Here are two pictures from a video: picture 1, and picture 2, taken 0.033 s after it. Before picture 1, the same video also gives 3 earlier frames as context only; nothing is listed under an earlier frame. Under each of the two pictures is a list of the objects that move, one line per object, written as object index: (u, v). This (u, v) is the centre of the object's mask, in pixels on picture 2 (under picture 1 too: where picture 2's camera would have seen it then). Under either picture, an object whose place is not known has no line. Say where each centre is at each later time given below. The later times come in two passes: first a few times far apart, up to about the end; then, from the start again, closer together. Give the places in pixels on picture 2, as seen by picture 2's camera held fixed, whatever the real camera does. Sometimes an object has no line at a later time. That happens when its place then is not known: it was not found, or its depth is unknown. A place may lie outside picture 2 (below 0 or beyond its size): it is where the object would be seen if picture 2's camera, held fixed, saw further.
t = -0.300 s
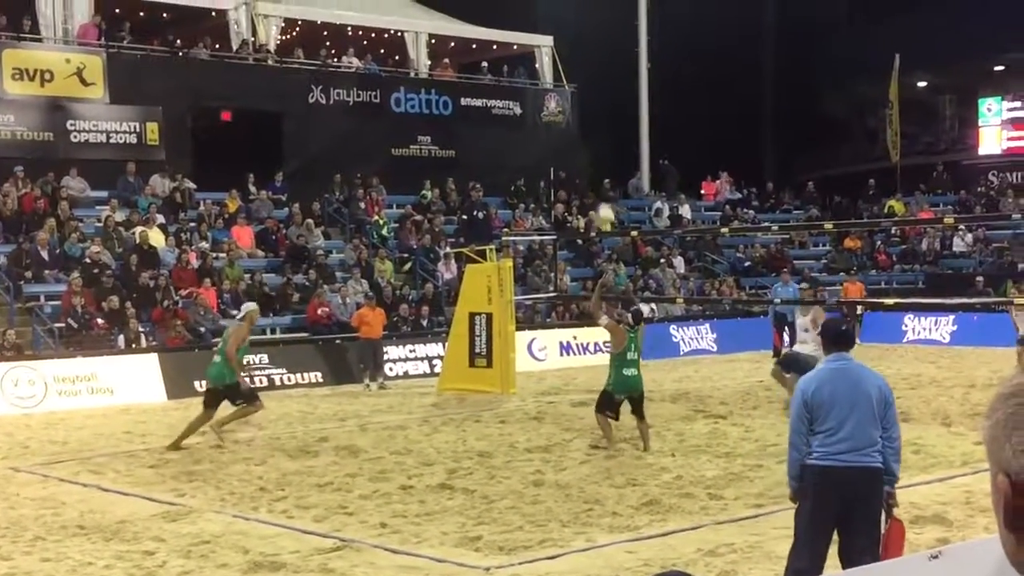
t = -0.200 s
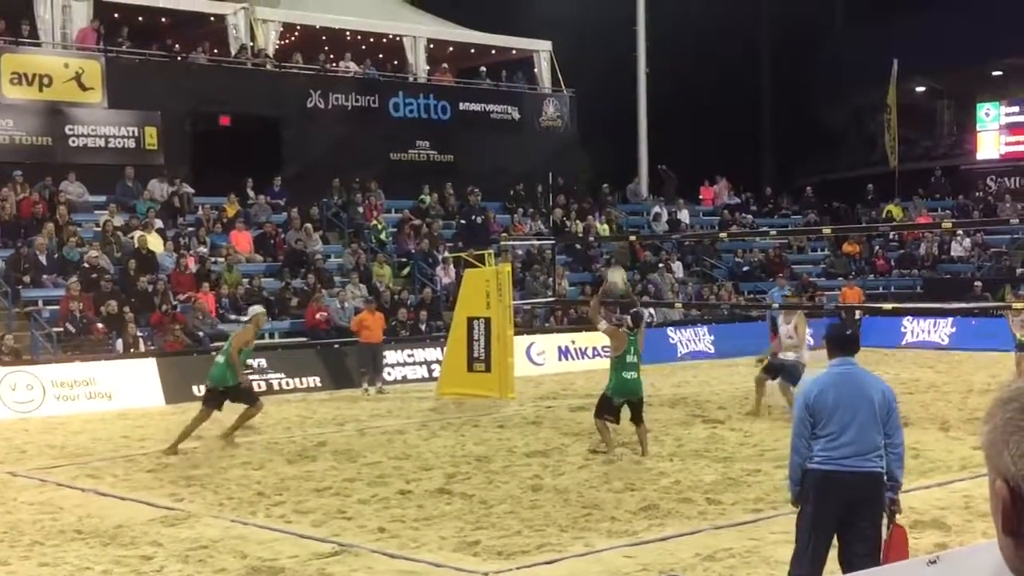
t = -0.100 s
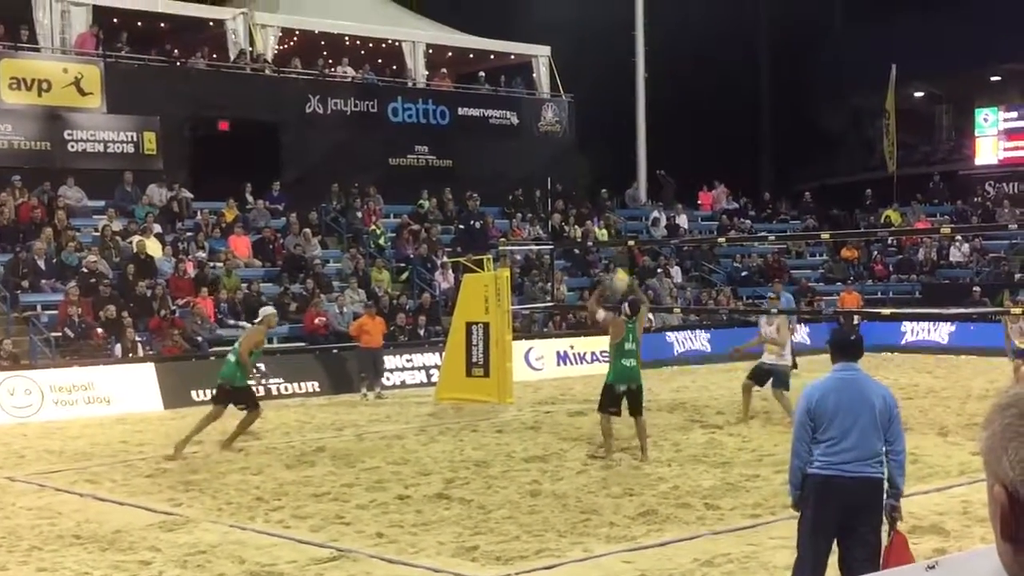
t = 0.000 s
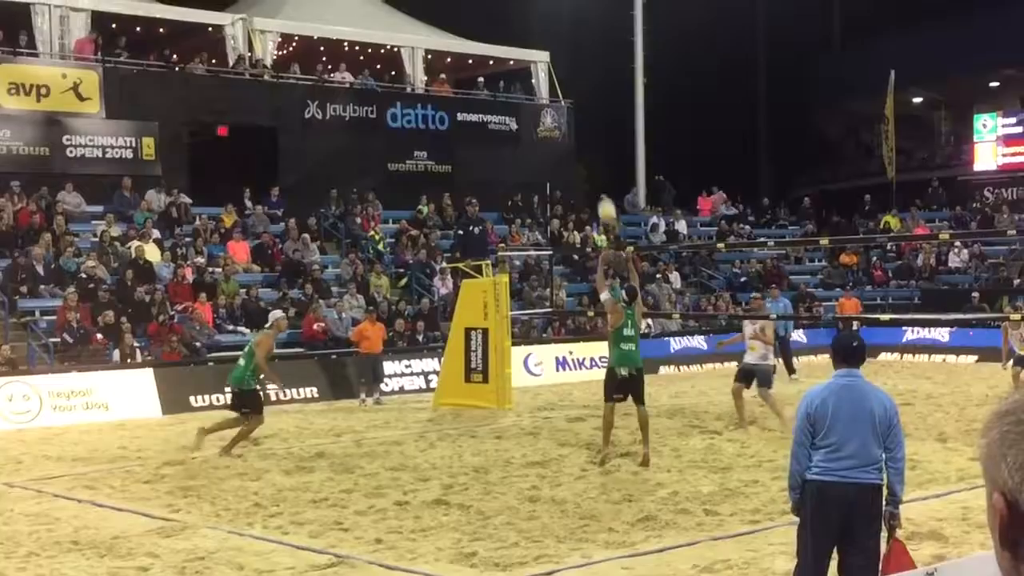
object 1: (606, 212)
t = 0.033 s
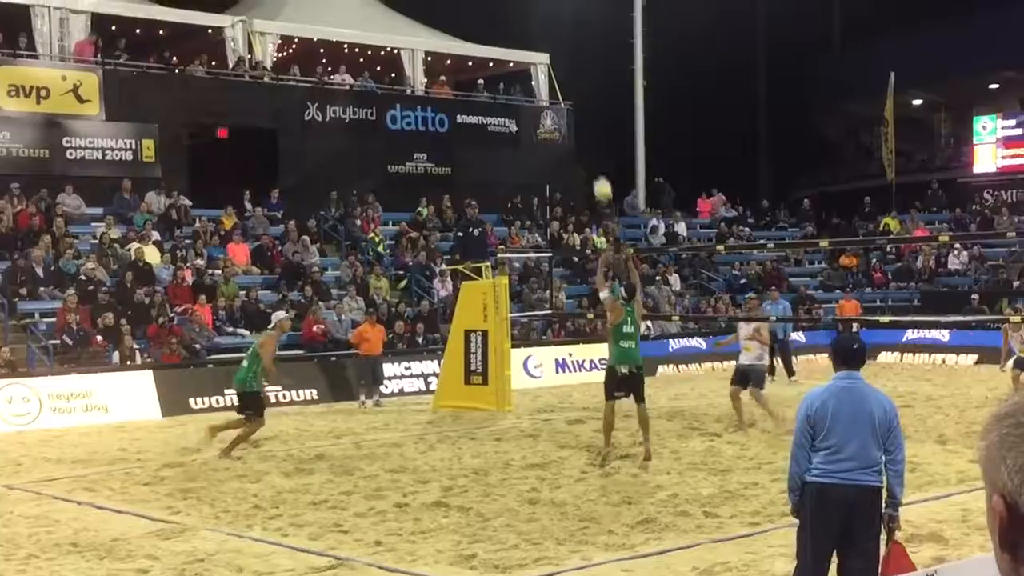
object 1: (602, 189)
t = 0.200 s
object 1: (581, 93)
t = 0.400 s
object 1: (558, 19)
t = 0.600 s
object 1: (537, -17)
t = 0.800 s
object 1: (517, -18)
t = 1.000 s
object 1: (499, 13)
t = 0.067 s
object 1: (598, 167)
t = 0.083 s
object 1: (596, 156)
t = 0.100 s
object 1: (594, 147)
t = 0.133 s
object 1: (590, 127)
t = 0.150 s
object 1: (587, 118)
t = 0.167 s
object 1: (585, 110)
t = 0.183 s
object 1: (583, 101)
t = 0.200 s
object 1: (581, 93)
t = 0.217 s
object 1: (579, 86)
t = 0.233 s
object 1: (578, 78)
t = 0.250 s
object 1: (575, 71)
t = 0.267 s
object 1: (573, 64)
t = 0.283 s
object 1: (571, 57)
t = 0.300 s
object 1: (569, 51)
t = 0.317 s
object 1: (568, 45)
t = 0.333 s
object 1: (566, 39)
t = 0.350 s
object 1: (564, 34)
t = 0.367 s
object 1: (562, 29)
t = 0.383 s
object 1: (560, 24)
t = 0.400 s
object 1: (558, 19)
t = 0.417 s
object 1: (556, 15)
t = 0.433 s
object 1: (554, 11)
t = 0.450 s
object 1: (552, 6)
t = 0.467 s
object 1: (551, 3)
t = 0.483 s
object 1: (549, -1)
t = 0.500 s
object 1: (547, -4)
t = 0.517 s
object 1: (545, -6)
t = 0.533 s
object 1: (544, -9)
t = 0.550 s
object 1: (542, -11)
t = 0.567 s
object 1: (540, -13)
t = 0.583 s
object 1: (539, -15)
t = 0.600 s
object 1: (537, -17)
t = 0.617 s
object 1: (535, -18)
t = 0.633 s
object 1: (533, -19)
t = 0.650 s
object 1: (532, -20)
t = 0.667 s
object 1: (530, -21)
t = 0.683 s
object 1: (529, -21)
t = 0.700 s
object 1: (527, -22)
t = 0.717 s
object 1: (525, -22)
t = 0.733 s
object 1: (524, -22)
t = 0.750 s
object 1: (522, -21)
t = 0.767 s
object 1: (521, -20)
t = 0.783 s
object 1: (519, -19)
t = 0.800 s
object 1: (517, -18)
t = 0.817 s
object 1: (516, -17)
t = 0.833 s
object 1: (515, -15)
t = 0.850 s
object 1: (513, -13)
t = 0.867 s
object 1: (511, -11)
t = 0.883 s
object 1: (510, -9)
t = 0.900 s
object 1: (508, -7)
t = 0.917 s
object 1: (507, -3)
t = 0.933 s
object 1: (505, -1)
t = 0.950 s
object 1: (504, 2)
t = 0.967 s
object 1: (502, 6)
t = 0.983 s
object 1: (500, 9)
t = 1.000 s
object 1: (499, 13)
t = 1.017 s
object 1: (498, 17)
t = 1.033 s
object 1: (497, 21)
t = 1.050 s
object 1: (495, 26)
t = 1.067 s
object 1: (494, 30)
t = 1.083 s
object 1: (493, 34)
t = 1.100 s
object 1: (492, 38)
